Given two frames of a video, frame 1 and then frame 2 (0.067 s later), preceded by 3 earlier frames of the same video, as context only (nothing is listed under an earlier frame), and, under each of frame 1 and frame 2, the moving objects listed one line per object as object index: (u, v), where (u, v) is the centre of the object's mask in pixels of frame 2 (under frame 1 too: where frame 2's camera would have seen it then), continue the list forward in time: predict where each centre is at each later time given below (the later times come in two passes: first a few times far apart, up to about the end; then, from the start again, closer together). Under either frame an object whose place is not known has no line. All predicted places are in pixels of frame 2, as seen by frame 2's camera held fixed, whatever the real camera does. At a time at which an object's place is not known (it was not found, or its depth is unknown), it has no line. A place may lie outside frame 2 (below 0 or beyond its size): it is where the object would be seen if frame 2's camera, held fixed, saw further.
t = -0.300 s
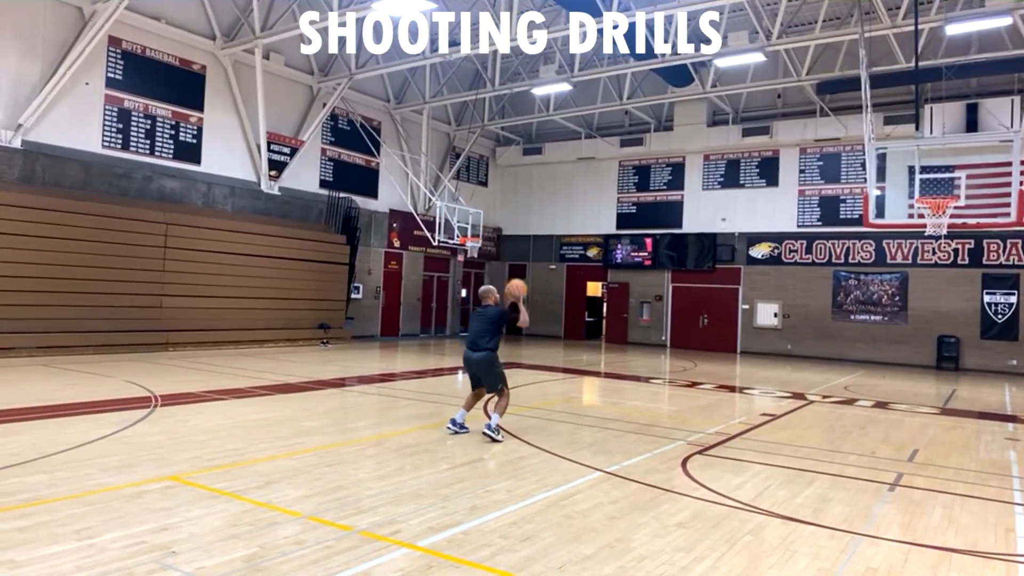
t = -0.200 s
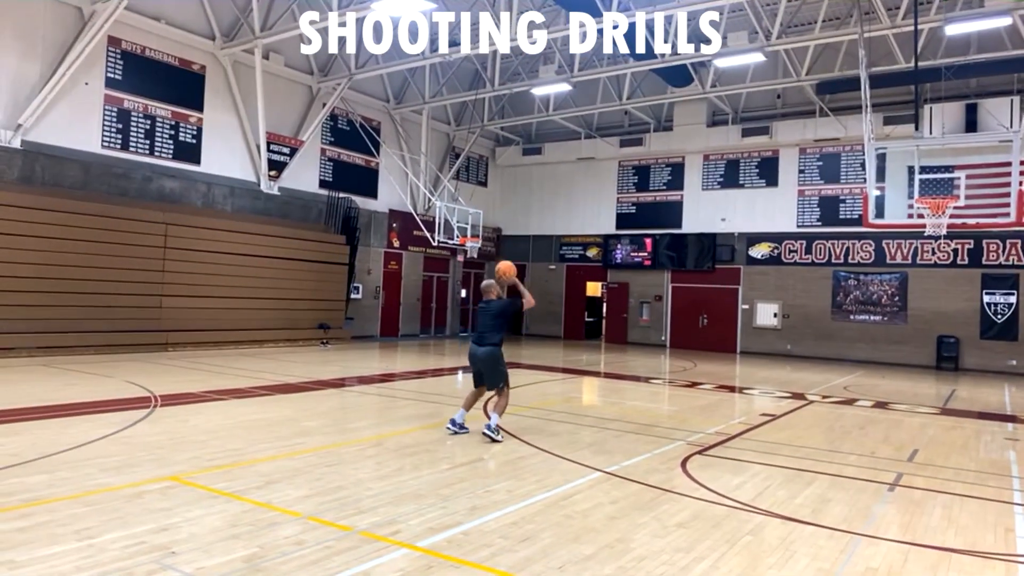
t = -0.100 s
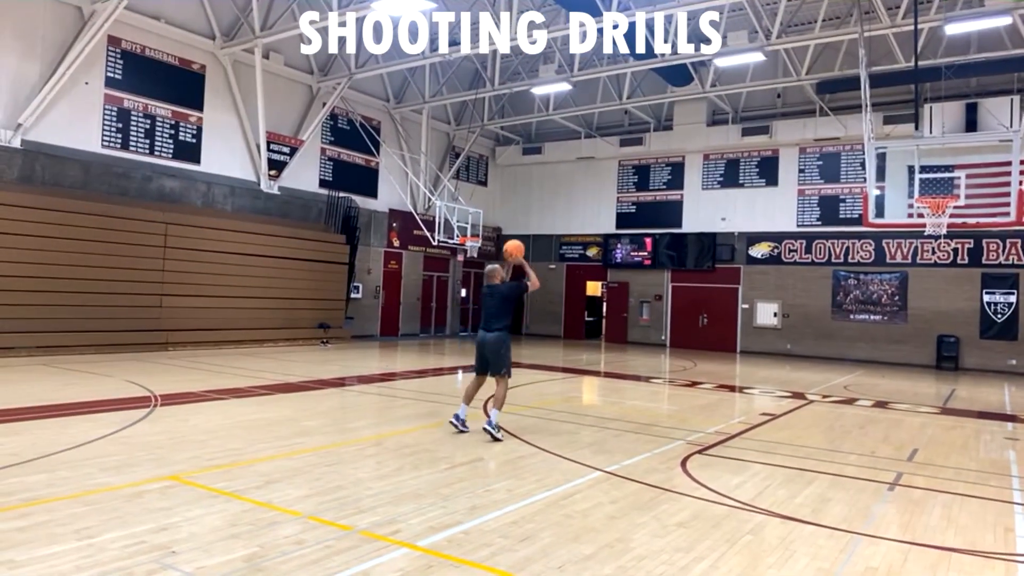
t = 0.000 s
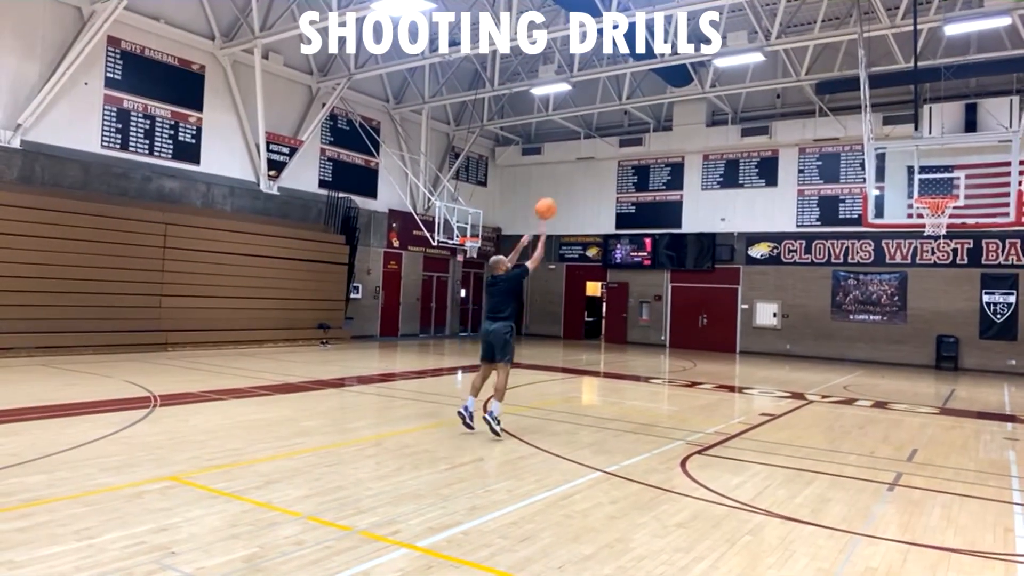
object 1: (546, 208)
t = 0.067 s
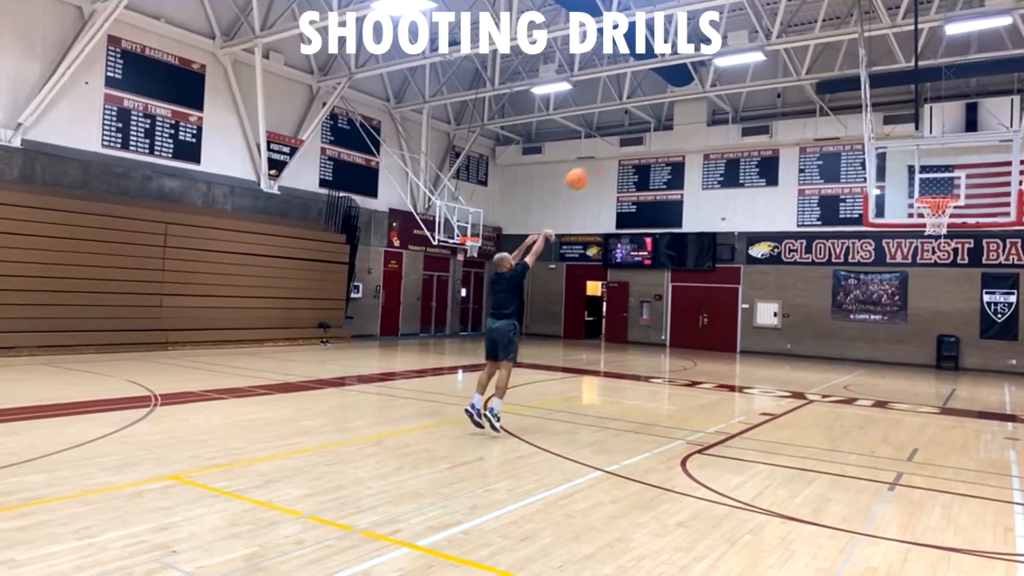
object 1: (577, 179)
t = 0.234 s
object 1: (649, 123)
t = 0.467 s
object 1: (740, 90)
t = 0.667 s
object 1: (806, 96)
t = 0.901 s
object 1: (880, 136)
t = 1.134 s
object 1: (946, 210)
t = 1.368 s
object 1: (955, 253)
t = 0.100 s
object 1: (592, 165)
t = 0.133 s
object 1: (606, 153)
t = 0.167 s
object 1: (622, 142)
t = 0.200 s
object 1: (635, 132)
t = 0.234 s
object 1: (649, 123)
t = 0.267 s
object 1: (664, 116)
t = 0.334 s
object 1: (690, 103)
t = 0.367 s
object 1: (702, 98)
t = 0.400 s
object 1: (714, 95)
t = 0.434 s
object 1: (728, 92)
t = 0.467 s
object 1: (740, 90)
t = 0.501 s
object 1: (752, 88)
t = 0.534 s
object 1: (763, 88)
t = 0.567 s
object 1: (775, 87)
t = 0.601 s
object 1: (788, 90)
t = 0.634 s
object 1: (797, 92)
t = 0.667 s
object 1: (806, 96)
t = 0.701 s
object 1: (819, 97)
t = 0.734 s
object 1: (831, 103)
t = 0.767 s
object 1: (840, 108)
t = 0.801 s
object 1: (850, 114)
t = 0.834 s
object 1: (860, 122)
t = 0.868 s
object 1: (869, 129)
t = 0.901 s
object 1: (880, 136)
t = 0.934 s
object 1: (891, 146)
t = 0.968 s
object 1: (899, 155)
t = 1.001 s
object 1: (909, 165)
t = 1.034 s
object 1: (918, 176)
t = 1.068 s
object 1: (926, 186)
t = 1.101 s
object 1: (937, 201)
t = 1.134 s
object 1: (946, 210)
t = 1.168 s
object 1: (949, 218)
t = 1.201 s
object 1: (952, 221)
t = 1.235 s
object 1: (954, 226)
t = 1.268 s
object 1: (956, 231)
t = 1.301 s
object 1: (957, 237)
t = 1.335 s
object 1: (955, 246)
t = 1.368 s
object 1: (955, 253)
